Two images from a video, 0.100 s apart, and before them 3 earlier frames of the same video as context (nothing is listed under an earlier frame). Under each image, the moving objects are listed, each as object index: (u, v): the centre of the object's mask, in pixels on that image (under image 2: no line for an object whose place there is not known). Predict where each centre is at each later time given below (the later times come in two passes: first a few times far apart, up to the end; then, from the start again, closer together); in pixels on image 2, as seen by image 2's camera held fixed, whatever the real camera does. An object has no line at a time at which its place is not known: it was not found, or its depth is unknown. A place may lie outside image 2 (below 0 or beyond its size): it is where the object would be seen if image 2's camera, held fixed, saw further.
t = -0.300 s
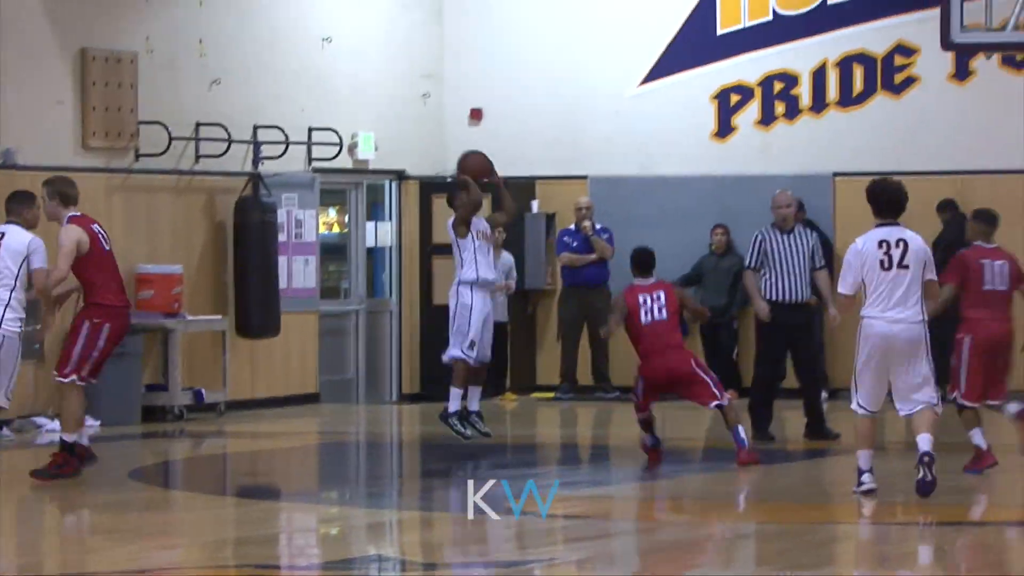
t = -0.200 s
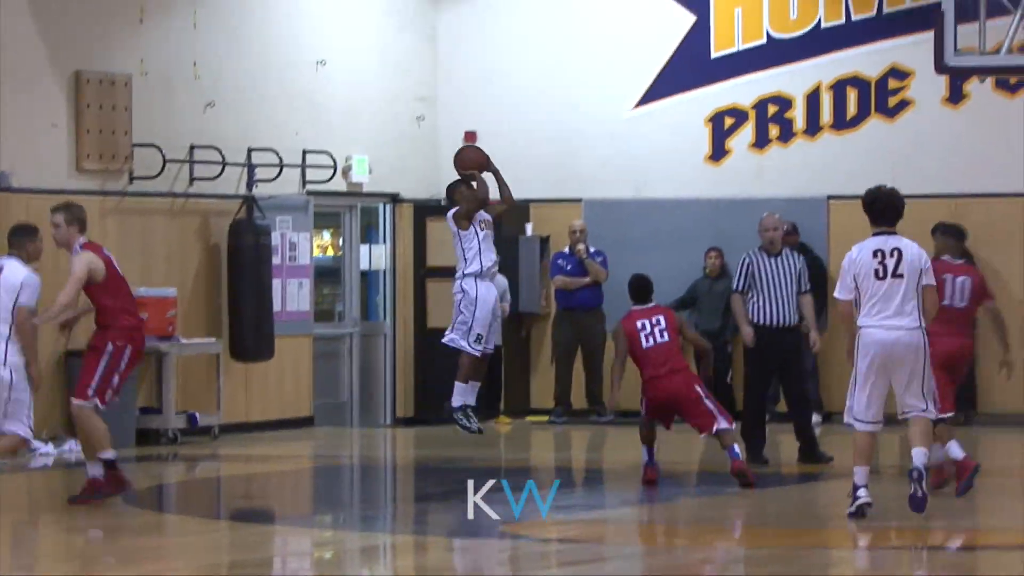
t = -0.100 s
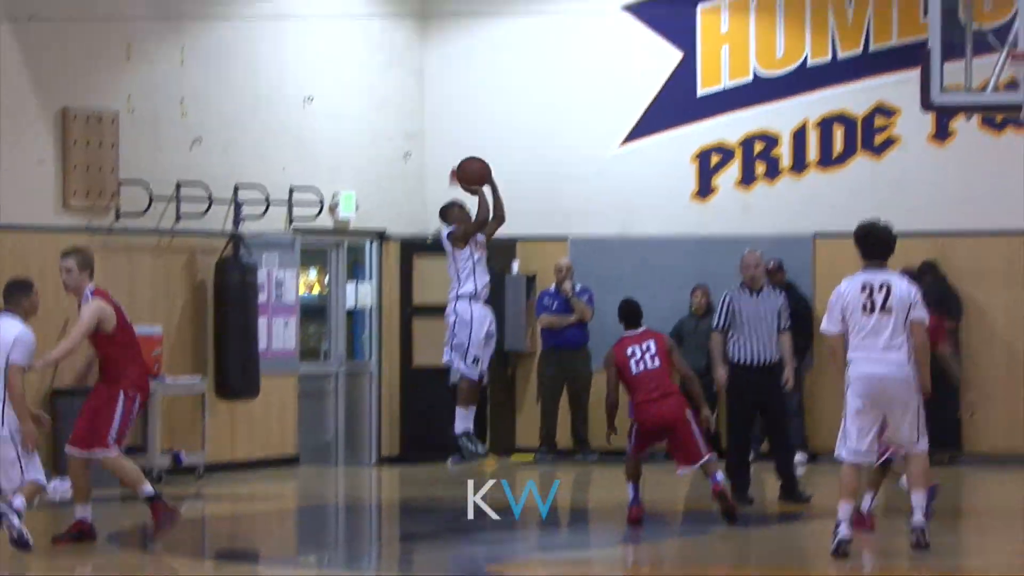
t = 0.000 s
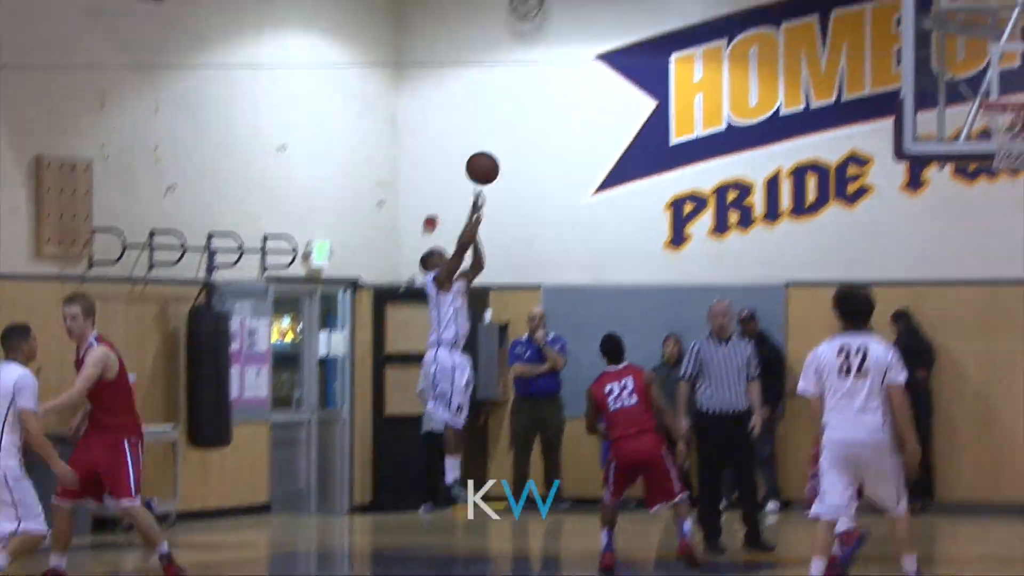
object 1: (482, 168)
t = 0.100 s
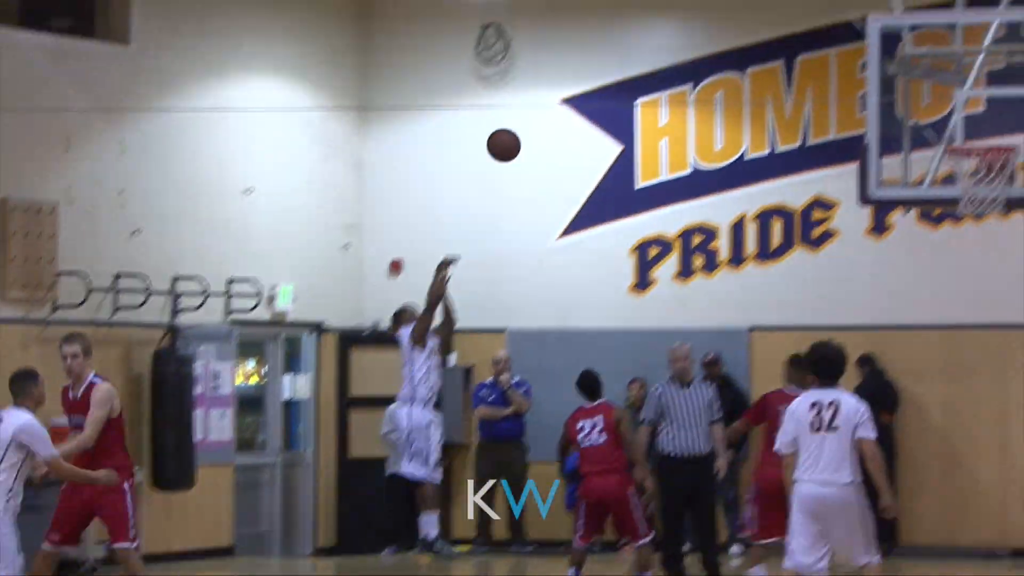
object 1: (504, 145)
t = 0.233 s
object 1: (576, 76)
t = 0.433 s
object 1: (686, 20)
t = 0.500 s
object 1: (724, 14)
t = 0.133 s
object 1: (521, 126)
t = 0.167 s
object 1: (539, 108)
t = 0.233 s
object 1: (576, 76)
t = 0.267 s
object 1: (594, 63)
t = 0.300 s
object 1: (612, 52)
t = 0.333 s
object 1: (630, 42)
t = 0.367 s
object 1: (649, 33)
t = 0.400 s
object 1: (667, 26)
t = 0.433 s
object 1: (686, 20)
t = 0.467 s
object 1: (705, 16)
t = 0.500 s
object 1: (724, 14)
